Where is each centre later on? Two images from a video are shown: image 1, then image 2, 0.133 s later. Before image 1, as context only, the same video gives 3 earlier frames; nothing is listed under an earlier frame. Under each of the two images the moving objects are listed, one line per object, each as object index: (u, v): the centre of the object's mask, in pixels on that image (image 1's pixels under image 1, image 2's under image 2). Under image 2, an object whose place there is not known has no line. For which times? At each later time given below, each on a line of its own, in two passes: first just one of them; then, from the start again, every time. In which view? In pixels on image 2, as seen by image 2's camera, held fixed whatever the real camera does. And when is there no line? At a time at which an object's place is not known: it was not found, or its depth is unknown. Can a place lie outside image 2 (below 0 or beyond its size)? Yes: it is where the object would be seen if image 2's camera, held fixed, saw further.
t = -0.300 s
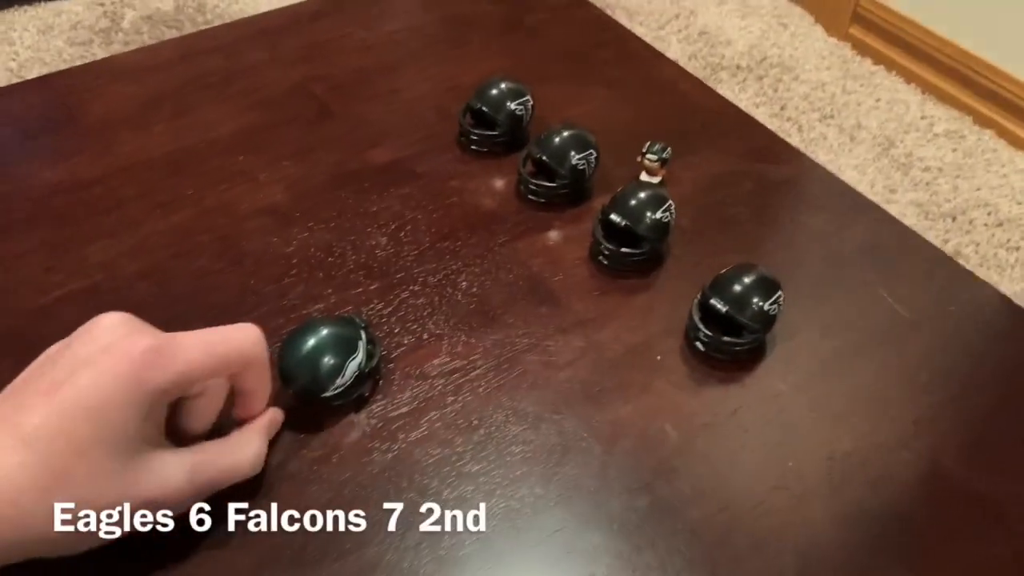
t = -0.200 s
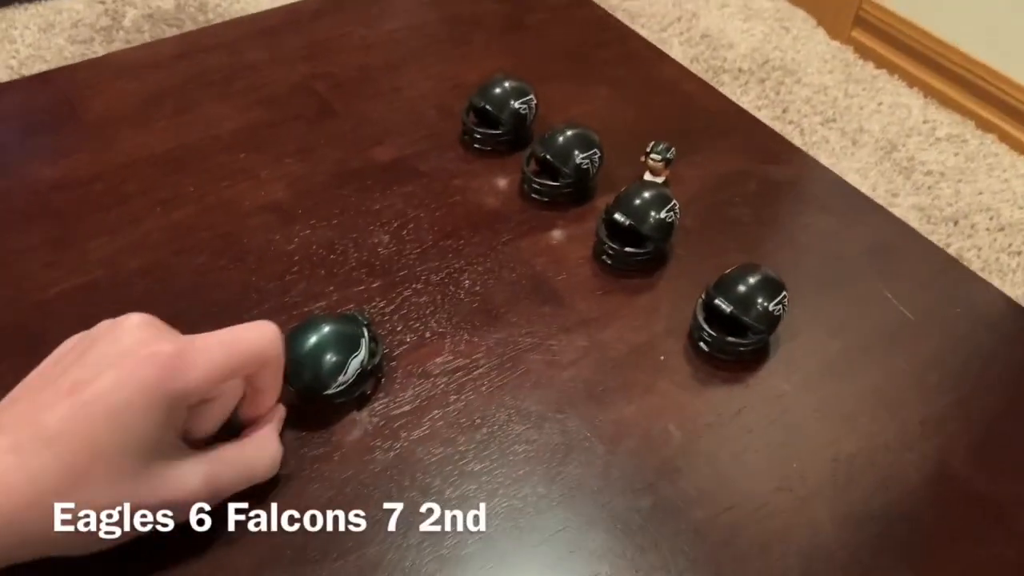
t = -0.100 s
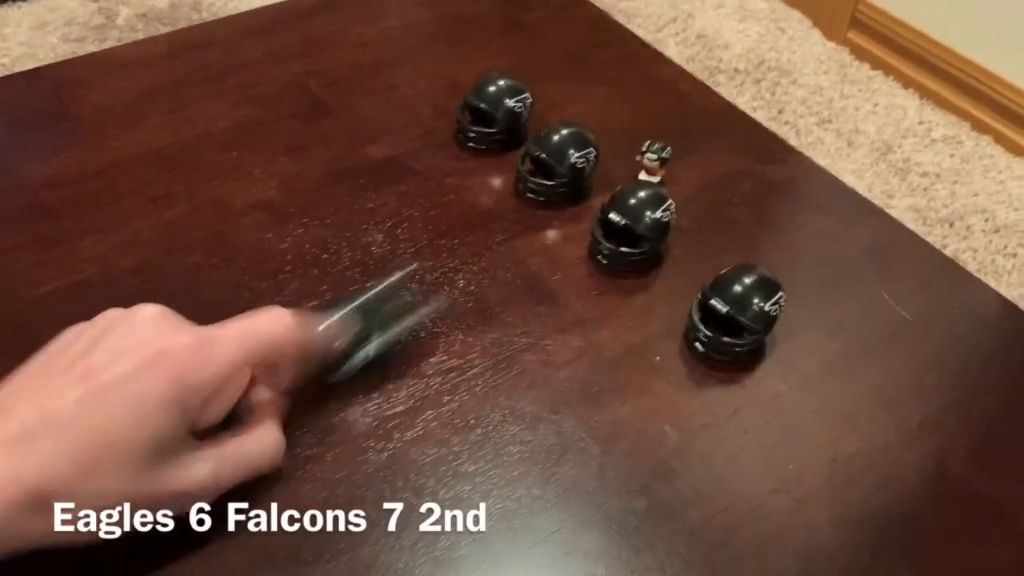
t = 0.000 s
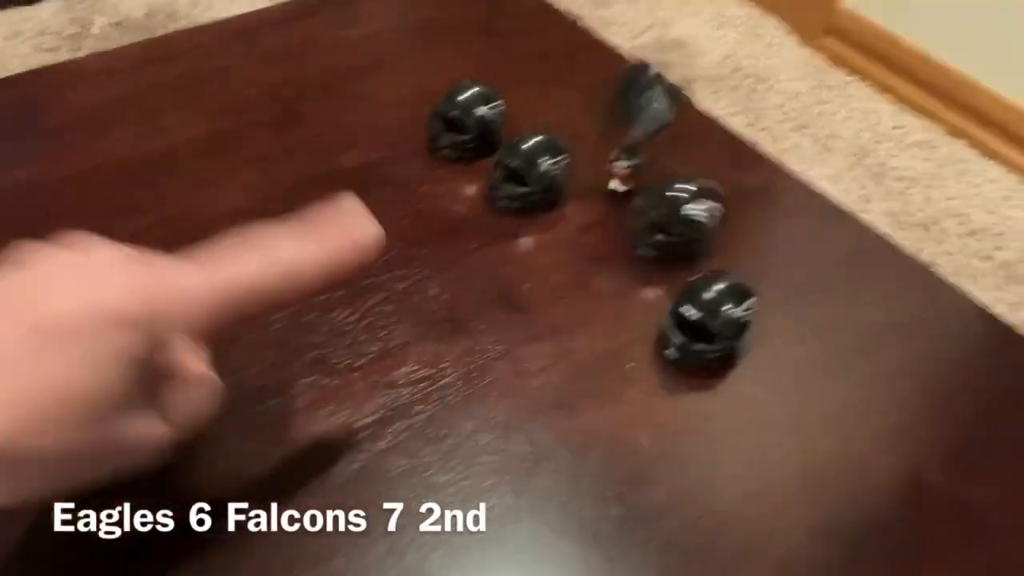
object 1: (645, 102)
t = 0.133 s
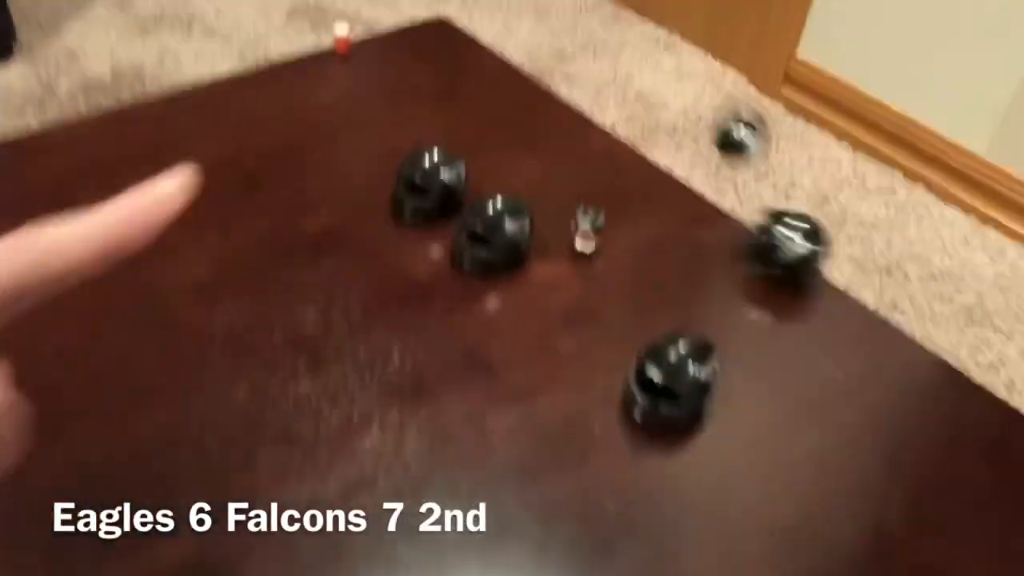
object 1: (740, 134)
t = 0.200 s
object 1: (751, 189)
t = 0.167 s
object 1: (748, 162)
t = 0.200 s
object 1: (751, 189)
